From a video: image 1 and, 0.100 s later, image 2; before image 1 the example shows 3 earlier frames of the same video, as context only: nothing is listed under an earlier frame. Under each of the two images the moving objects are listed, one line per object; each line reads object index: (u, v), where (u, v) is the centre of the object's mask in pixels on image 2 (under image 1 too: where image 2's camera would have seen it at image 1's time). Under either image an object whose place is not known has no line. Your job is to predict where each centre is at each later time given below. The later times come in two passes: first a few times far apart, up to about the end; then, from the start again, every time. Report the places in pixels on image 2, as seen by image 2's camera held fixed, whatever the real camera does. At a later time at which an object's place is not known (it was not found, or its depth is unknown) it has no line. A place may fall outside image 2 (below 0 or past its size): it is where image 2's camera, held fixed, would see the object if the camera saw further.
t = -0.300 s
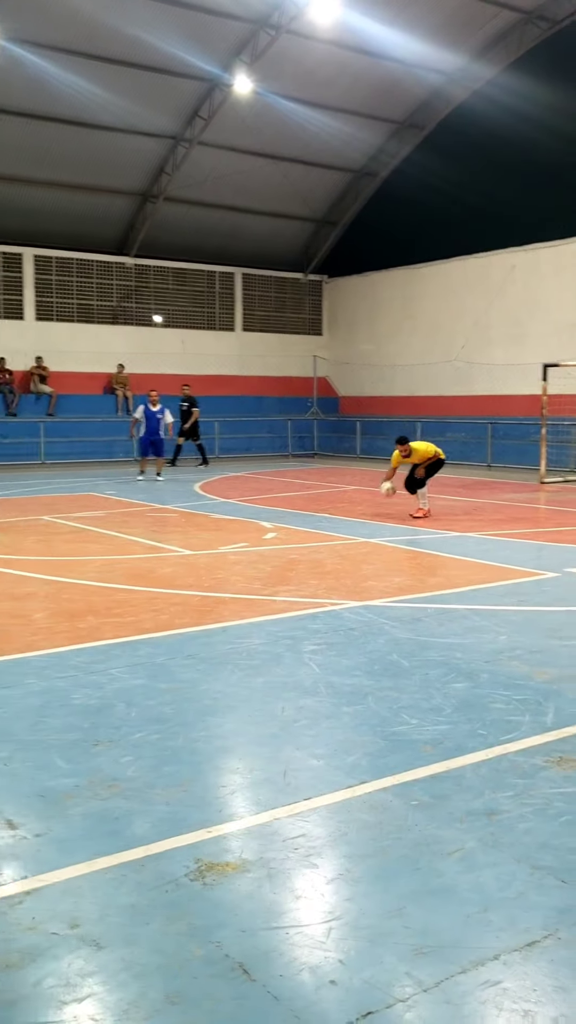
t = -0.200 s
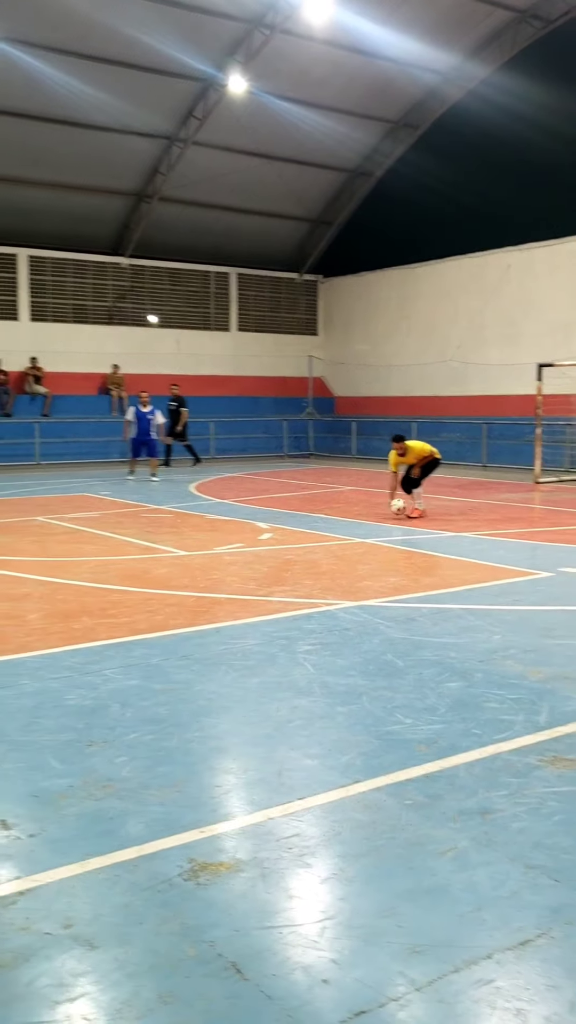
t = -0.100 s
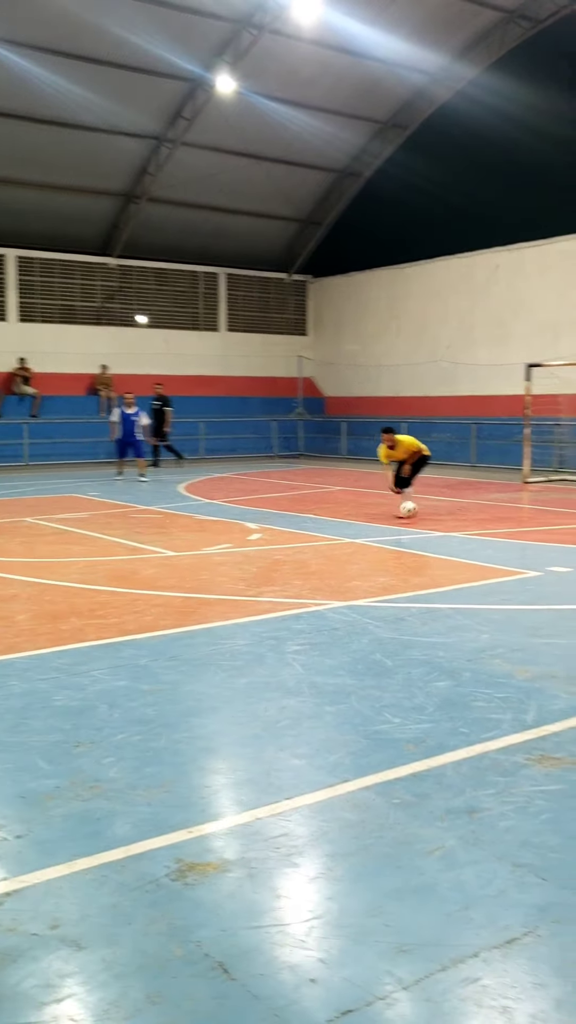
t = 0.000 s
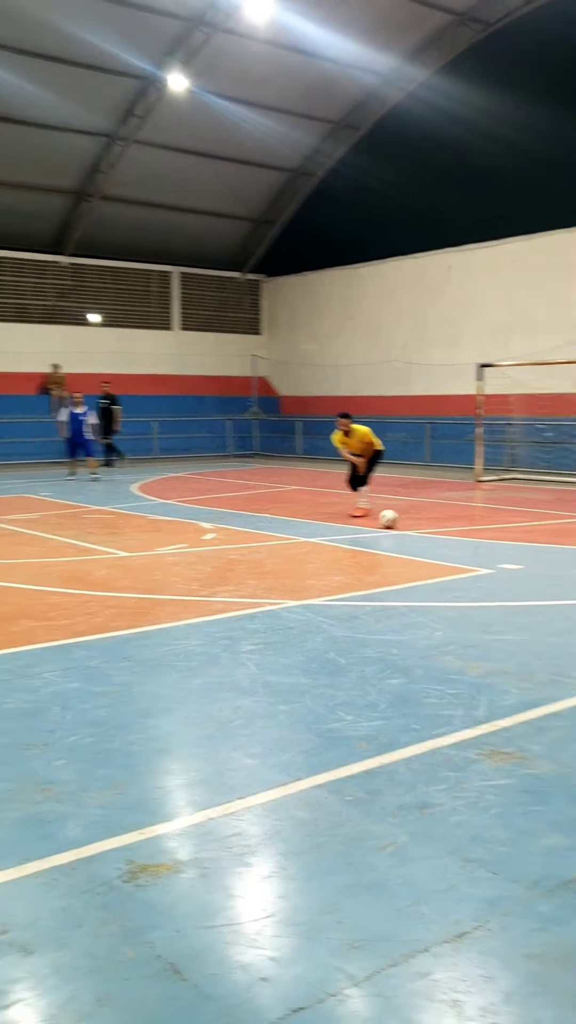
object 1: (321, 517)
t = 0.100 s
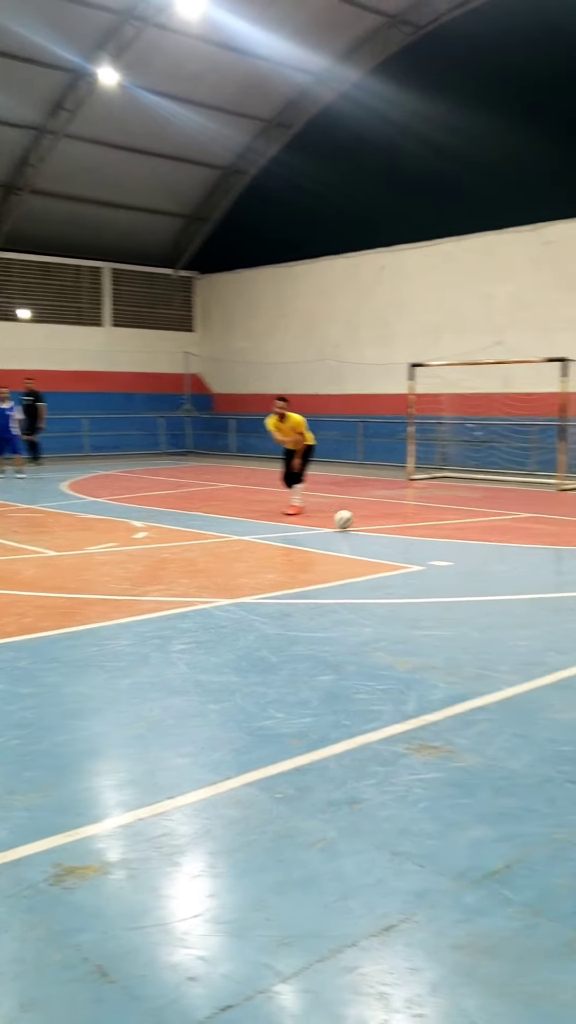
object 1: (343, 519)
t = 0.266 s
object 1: (381, 530)
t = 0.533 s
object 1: (452, 545)
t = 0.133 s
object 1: (351, 522)
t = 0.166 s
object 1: (359, 525)
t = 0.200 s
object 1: (366, 525)
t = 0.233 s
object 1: (373, 527)
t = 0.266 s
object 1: (381, 530)
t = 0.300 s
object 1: (389, 532)
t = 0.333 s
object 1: (397, 534)
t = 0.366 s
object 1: (406, 535)
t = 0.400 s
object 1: (414, 537)
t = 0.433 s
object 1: (423, 539)
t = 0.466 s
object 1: (433, 541)
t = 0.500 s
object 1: (442, 543)
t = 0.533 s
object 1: (452, 545)
